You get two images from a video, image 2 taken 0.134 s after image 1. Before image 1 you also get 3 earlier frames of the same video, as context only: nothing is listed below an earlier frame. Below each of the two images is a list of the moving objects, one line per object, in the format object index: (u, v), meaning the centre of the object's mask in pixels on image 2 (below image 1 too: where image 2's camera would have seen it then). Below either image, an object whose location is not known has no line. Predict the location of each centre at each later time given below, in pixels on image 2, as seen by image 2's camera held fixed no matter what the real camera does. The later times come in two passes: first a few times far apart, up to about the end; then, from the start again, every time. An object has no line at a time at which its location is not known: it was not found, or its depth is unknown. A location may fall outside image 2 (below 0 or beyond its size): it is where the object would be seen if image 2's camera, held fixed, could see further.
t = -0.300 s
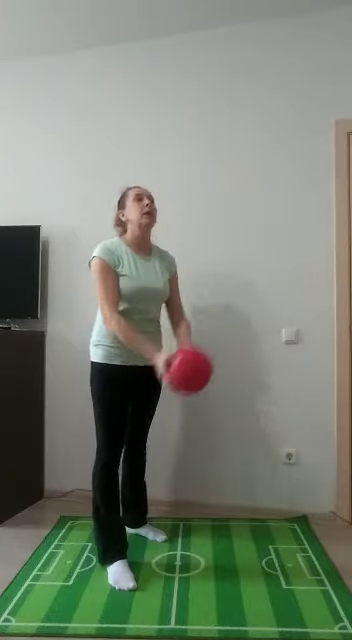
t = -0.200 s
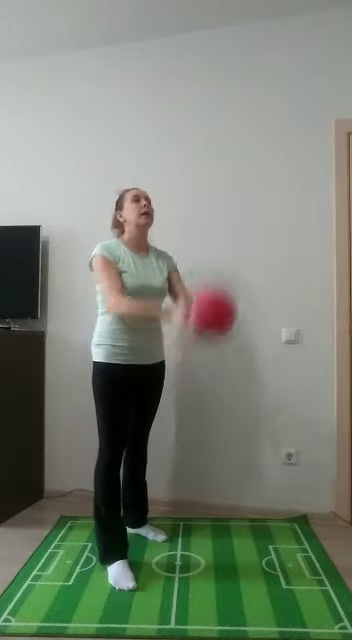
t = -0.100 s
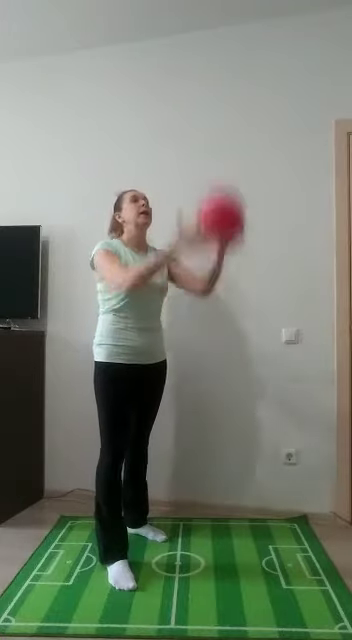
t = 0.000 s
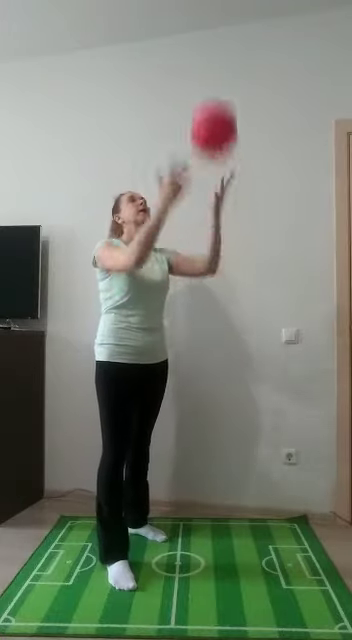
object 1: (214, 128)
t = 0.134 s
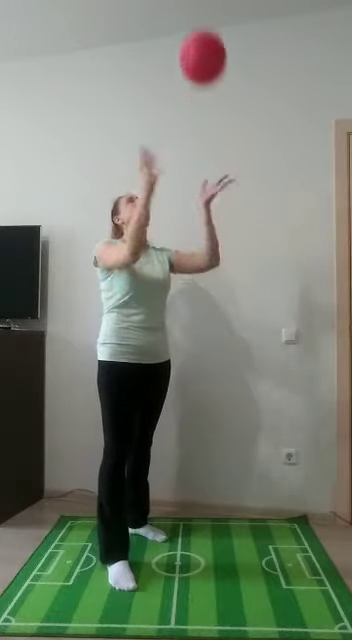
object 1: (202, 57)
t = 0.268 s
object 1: (193, 32)
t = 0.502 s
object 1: (177, 80)
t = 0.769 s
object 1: (160, 276)
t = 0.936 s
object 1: (150, 456)
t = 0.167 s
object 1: (200, 46)
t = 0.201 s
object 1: (198, 39)
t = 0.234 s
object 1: (196, 34)
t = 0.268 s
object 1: (193, 32)
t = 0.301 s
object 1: (191, 31)
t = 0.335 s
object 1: (188, 34)
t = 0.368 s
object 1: (186, 39)
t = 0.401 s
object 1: (183, 46)
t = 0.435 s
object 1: (181, 54)
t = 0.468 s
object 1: (179, 67)
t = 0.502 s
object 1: (177, 80)
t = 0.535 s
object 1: (174, 97)
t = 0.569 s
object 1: (172, 115)
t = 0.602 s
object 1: (170, 136)
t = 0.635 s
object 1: (168, 158)
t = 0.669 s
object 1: (166, 183)
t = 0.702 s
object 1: (164, 210)
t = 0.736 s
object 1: (163, 238)
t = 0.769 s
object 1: (160, 276)
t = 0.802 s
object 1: (157, 308)
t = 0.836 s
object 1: (155, 345)
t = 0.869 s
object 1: (153, 381)
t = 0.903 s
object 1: (151, 416)
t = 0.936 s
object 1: (150, 456)
